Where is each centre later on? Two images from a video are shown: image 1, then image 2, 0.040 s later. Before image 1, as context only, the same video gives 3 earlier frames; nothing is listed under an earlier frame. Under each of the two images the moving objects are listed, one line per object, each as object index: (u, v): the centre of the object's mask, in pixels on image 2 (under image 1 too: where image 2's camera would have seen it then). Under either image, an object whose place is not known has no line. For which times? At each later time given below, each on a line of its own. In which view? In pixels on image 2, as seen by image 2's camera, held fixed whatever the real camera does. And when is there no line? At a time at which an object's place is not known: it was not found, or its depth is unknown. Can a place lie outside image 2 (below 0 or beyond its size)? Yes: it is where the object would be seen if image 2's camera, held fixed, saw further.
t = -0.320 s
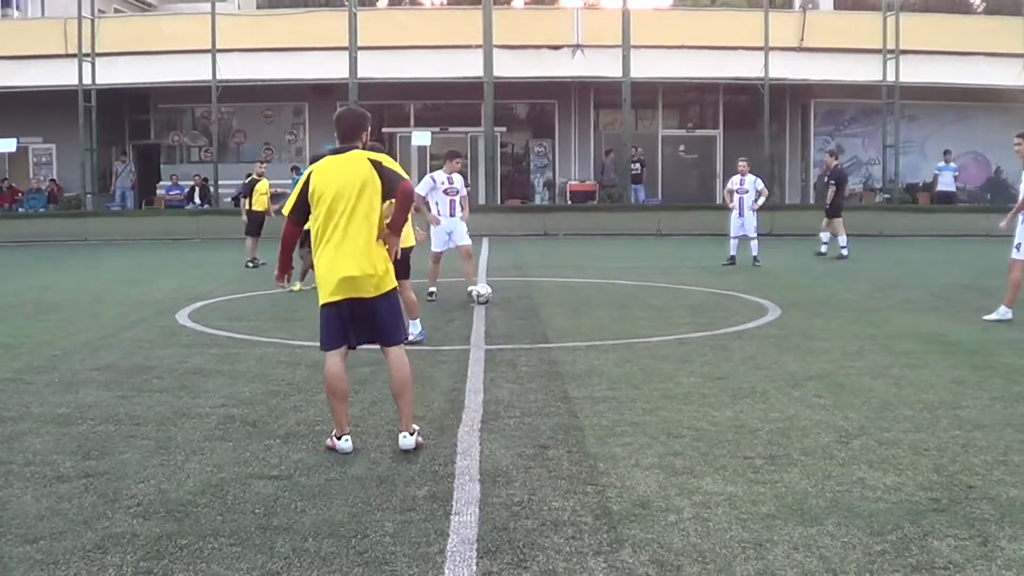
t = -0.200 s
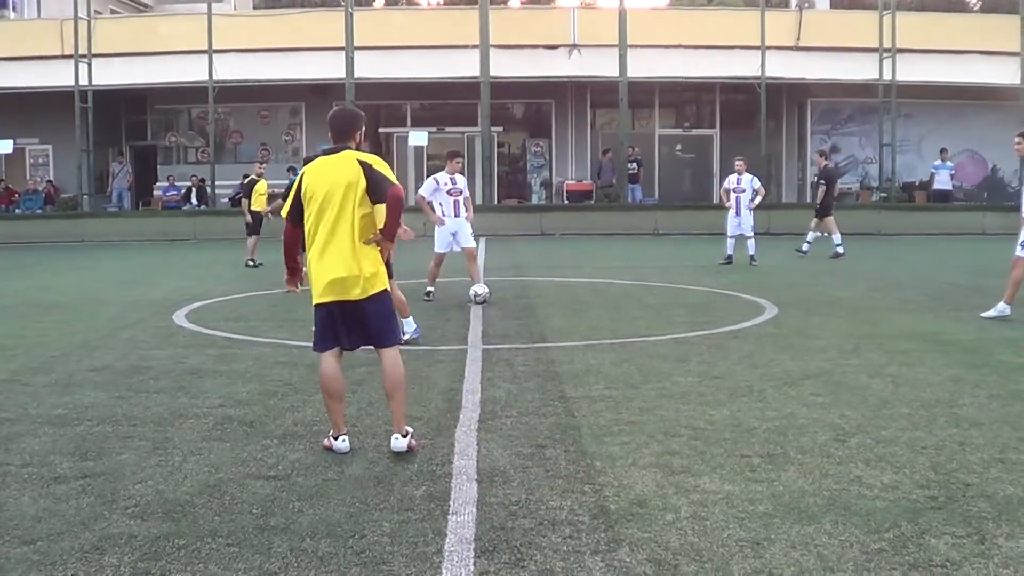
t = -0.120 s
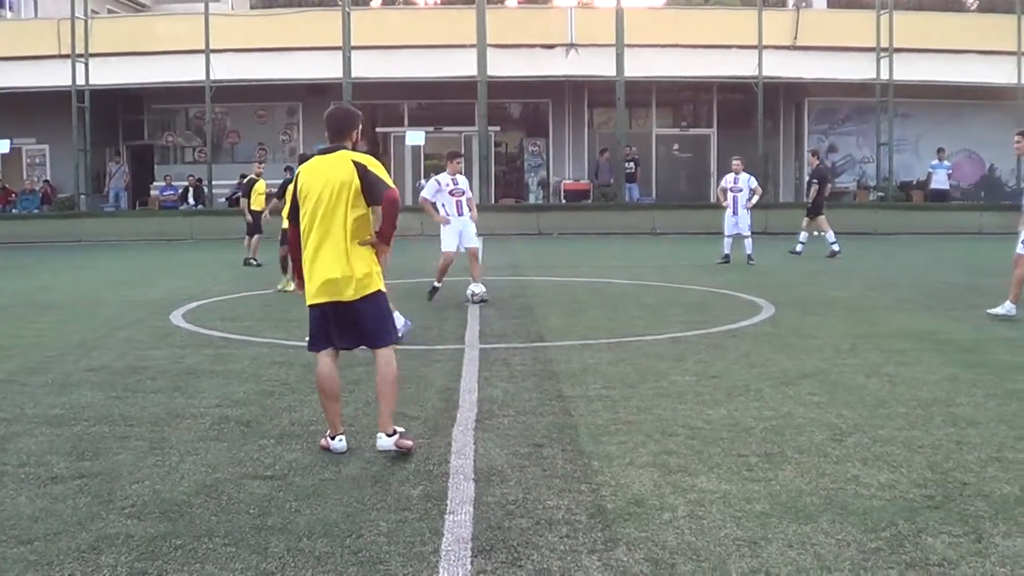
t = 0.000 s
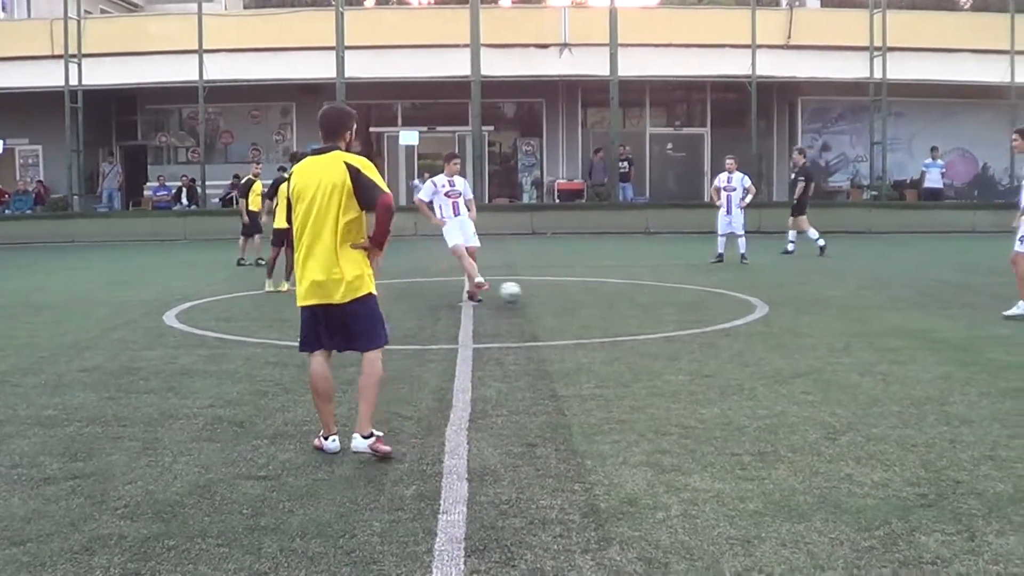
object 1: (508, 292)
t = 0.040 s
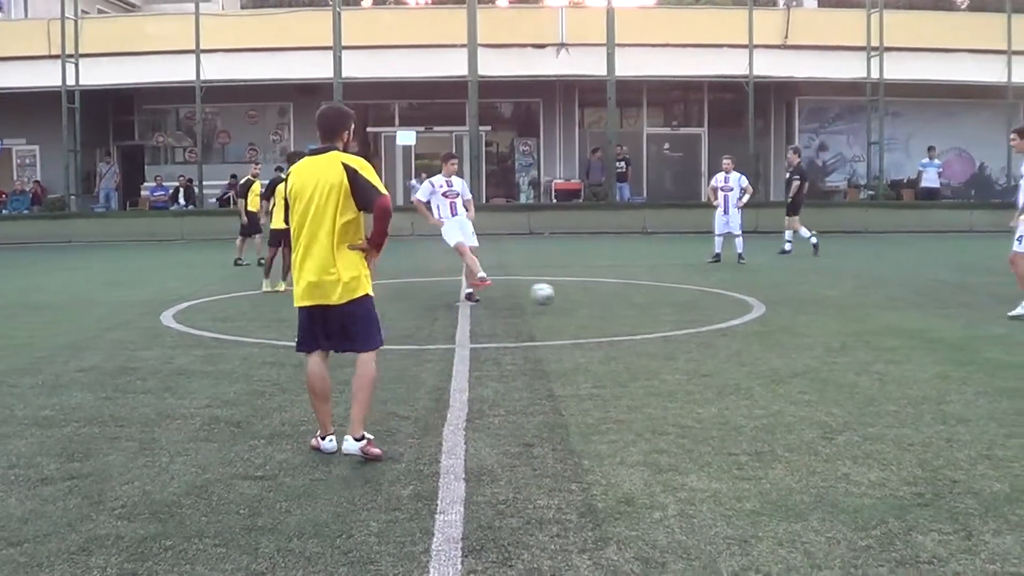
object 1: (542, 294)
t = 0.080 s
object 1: (578, 297)
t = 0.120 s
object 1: (617, 301)
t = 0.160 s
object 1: (656, 308)
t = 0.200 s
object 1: (696, 315)
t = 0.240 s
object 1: (735, 312)
